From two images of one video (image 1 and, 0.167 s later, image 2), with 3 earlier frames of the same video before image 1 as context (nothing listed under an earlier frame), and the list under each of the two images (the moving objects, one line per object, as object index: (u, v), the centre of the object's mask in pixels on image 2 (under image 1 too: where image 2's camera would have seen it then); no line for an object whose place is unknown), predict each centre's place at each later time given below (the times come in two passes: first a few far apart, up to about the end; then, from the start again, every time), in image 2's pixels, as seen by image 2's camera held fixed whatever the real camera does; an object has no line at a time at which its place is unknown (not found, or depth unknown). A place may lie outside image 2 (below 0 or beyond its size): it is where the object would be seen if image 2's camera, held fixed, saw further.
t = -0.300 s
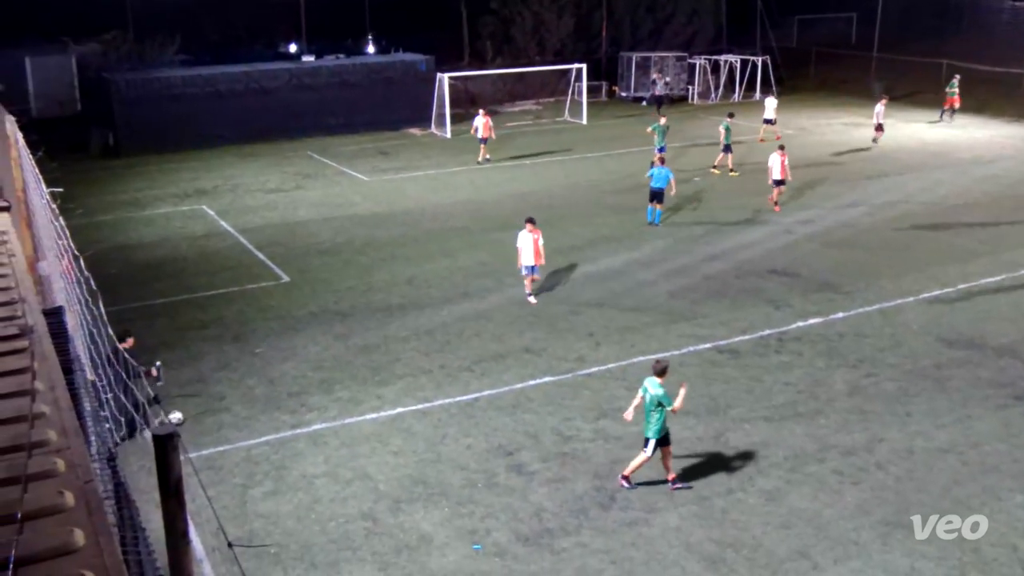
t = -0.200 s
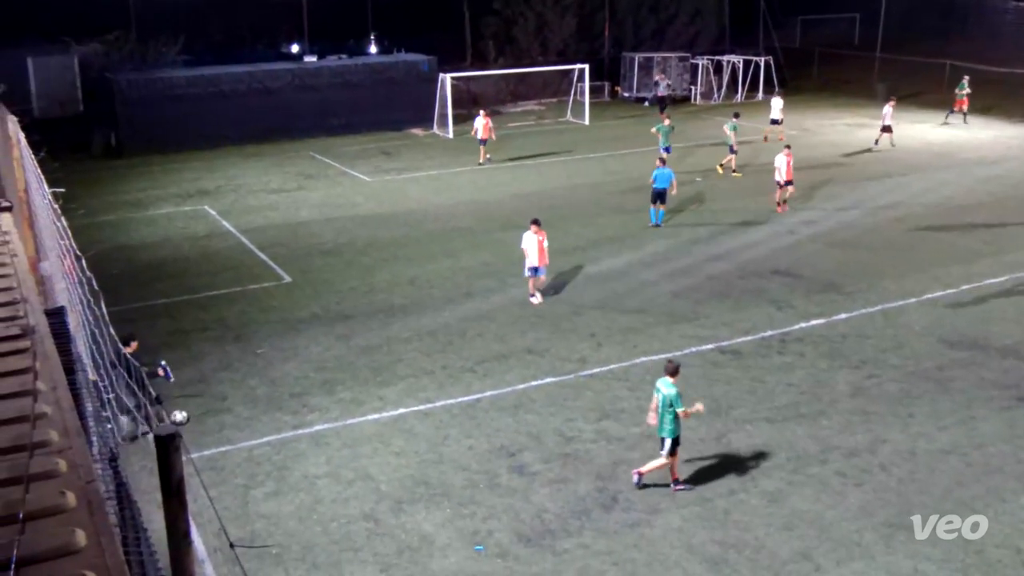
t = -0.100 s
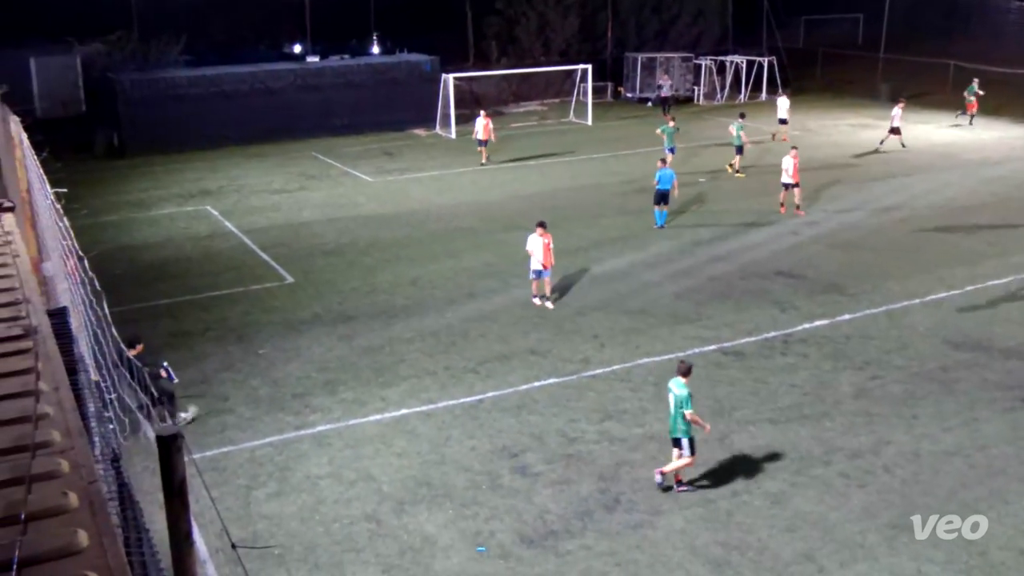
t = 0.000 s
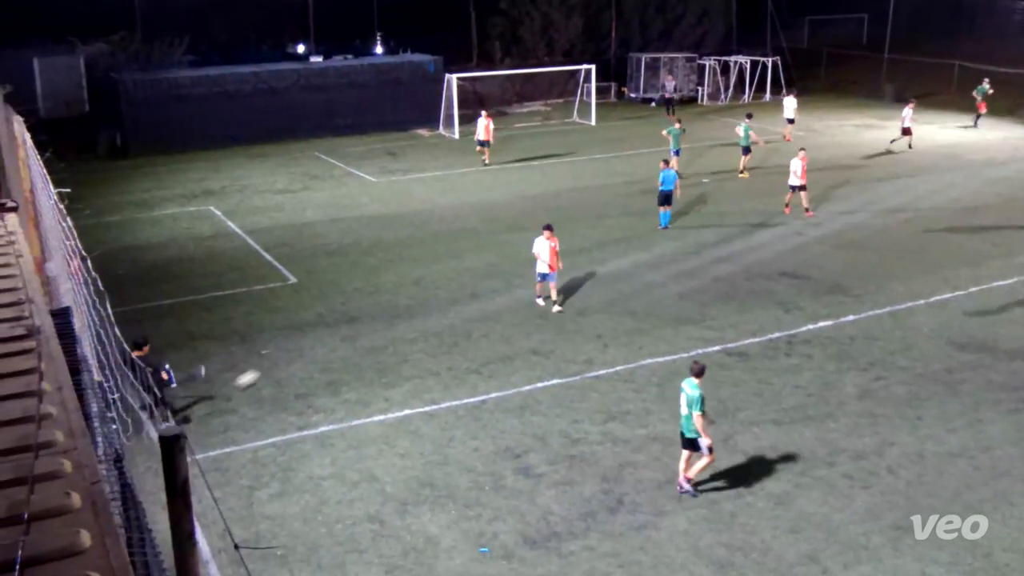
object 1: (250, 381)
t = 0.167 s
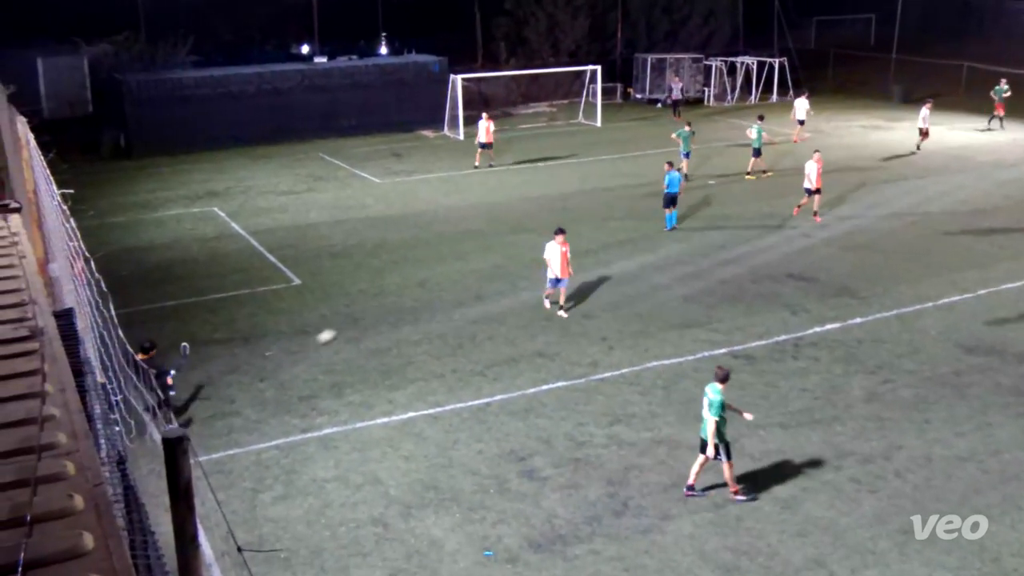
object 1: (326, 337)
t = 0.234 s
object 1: (349, 322)
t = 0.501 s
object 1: (419, 278)
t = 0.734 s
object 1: (459, 251)
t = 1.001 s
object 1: (492, 230)
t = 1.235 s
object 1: (515, 213)
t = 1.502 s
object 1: (537, 196)
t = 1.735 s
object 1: (553, 184)
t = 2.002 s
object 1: (568, 172)
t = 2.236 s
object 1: (581, 164)
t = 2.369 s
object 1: (587, 159)
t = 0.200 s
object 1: (337, 329)
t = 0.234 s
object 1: (349, 322)
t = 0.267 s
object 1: (360, 316)
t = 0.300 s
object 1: (370, 309)
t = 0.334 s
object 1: (379, 303)
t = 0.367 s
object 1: (388, 298)
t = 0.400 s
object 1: (397, 293)
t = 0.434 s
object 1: (404, 288)
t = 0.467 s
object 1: (412, 283)
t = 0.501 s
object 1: (419, 278)
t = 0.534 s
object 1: (426, 274)
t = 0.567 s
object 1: (432, 270)
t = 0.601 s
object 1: (438, 266)
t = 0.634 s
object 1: (444, 262)
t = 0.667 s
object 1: (449, 258)
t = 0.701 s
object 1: (454, 254)
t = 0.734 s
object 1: (459, 251)
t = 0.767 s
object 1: (464, 249)
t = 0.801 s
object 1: (468, 245)
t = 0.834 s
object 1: (472, 242)
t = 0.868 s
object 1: (476, 240)
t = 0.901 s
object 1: (480, 237)
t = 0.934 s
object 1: (484, 235)
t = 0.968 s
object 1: (488, 232)
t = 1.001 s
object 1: (492, 230)
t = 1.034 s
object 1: (495, 228)
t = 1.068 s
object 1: (499, 224)
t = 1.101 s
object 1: (502, 222)
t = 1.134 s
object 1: (505, 220)
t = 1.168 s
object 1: (508, 218)
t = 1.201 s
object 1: (512, 215)
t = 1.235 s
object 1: (515, 213)
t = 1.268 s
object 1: (518, 210)
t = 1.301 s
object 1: (521, 208)
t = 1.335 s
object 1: (524, 207)
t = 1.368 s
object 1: (526, 204)
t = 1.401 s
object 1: (529, 202)
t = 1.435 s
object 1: (532, 200)
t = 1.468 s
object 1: (534, 198)
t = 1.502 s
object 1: (537, 196)
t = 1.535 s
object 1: (540, 195)
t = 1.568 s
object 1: (542, 193)
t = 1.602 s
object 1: (544, 191)
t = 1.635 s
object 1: (546, 189)
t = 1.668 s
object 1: (549, 188)
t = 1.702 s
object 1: (551, 186)
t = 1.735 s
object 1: (553, 184)
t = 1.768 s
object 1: (555, 183)
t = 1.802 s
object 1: (557, 181)
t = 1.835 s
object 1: (559, 180)
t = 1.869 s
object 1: (561, 178)
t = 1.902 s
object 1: (563, 177)
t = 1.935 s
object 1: (565, 175)
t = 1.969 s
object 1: (567, 174)
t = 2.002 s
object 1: (568, 172)
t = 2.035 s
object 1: (570, 171)
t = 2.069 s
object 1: (572, 170)
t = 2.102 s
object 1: (574, 169)
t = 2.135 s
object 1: (576, 167)
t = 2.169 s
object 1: (578, 165)
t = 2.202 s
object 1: (579, 164)
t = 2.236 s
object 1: (581, 164)
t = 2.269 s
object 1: (583, 162)
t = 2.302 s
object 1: (584, 161)
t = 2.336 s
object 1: (586, 160)
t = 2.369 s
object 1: (587, 159)
